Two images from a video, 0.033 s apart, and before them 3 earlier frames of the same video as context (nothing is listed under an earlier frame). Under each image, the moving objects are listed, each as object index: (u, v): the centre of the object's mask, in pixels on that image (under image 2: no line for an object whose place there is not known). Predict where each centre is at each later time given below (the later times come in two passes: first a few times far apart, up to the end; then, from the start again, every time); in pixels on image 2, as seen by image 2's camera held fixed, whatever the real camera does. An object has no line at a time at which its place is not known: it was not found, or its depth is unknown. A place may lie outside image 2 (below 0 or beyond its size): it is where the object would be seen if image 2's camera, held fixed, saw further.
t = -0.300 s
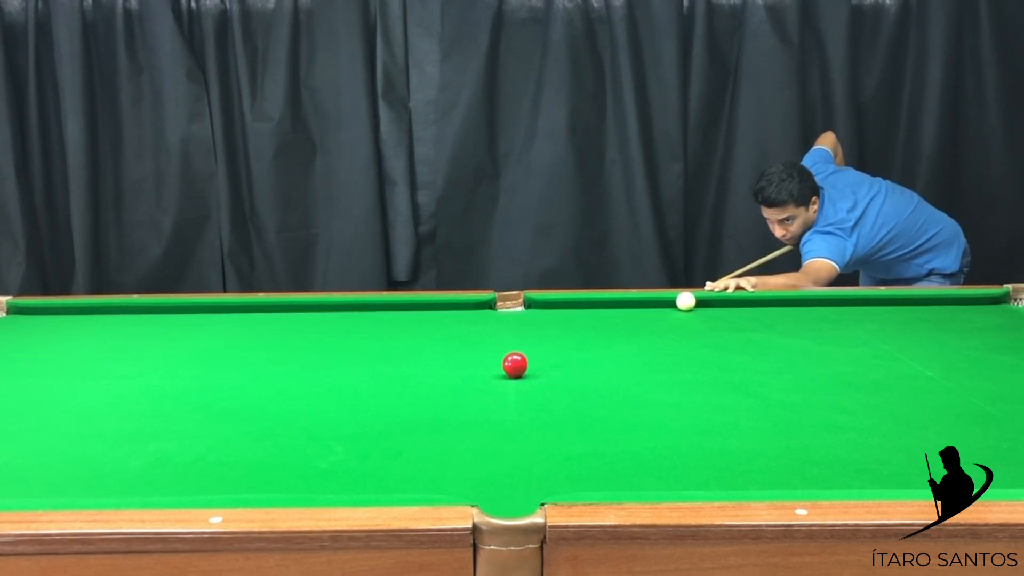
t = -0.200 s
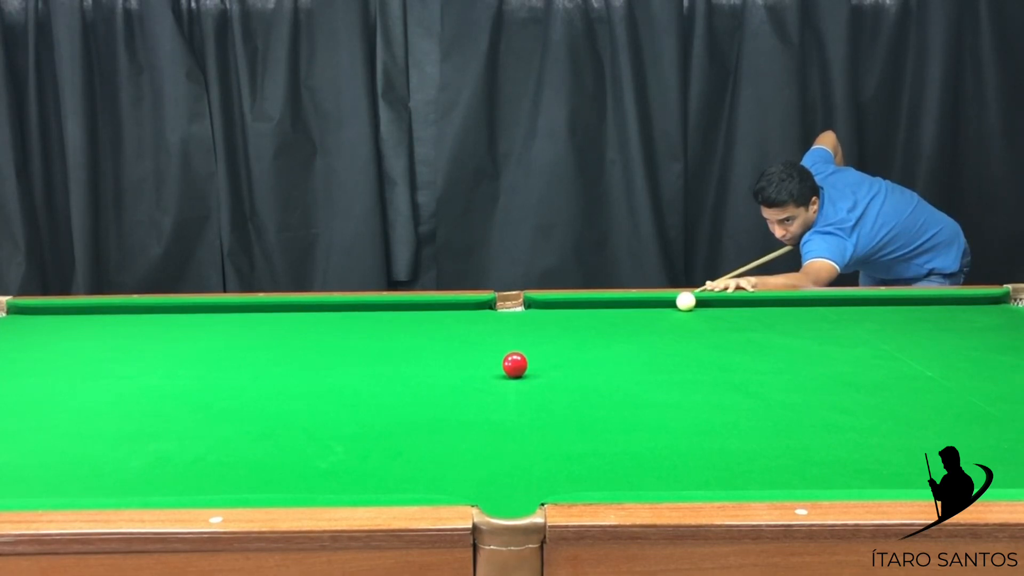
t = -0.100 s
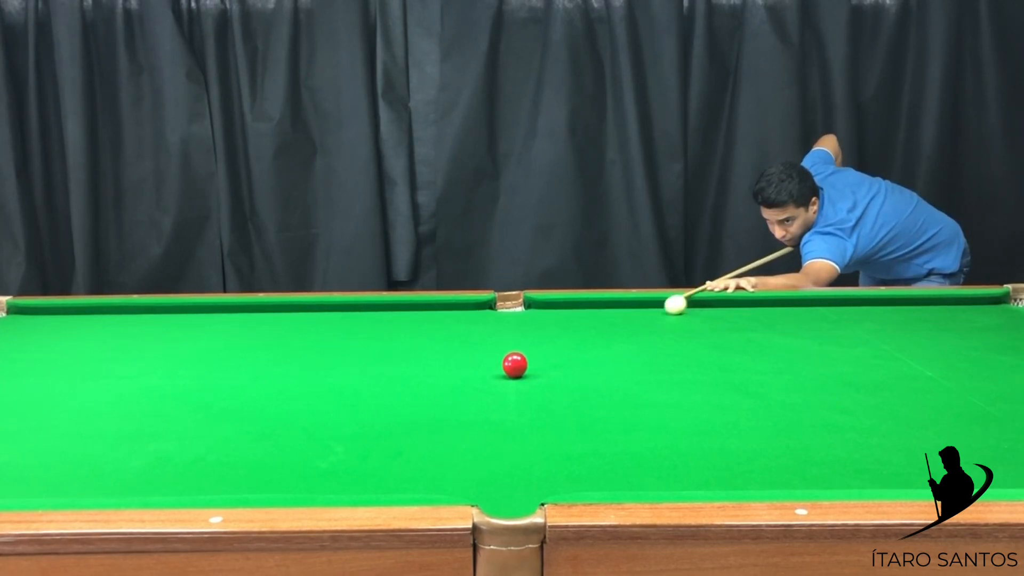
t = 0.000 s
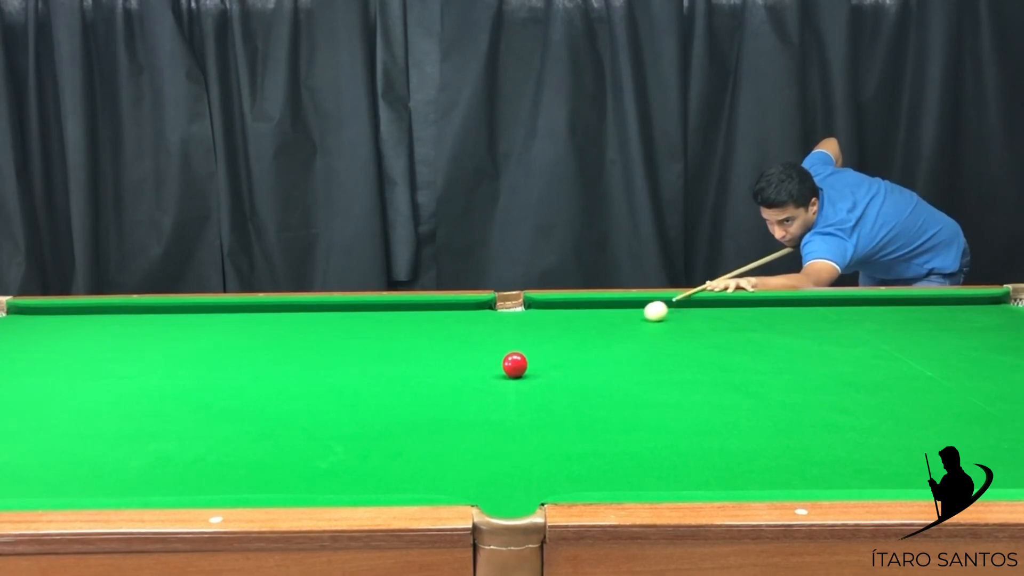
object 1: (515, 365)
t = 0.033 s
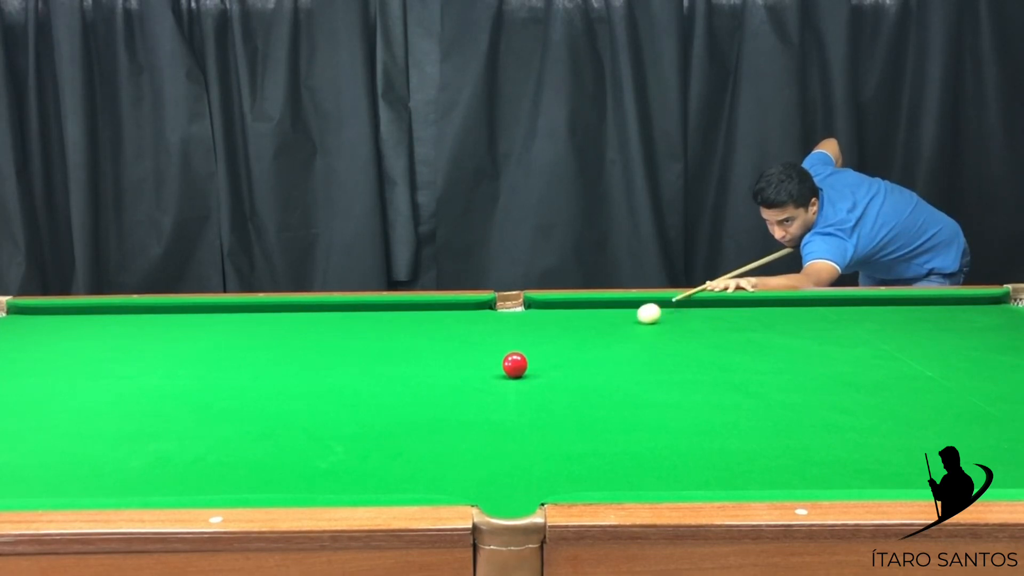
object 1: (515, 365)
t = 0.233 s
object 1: (515, 365)
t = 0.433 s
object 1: (515, 365)
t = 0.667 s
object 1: (513, 373)
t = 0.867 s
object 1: (509, 389)
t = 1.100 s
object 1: (504, 408)
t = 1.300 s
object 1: (500, 426)
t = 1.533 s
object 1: (495, 450)
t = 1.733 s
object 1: (490, 472)
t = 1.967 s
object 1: (486, 496)
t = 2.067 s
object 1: (503, 507)
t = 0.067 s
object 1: (515, 365)
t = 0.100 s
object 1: (515, 365)
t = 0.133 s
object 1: (515, 365)
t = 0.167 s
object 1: (515, 365)
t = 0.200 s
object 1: (515, 365)
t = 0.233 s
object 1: (515, 365)
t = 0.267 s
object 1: (515, 365)
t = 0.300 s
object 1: (515, 365)
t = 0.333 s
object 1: (515, 365)
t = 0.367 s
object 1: (515, 365)
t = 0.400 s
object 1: (515, 365)
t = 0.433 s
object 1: (515, 365)
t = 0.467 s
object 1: (515, 365)
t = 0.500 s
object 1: (515, 365)
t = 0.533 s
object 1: (515, 365)
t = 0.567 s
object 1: (515, 365)
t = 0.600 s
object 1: (514, 367)
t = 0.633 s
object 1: (514, 370)
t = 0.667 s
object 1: (513, 373)
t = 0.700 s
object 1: (512, 376)
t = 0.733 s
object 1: (512, 378)
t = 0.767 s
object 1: (511, 381)
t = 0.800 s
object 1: (510, 383)
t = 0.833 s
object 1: (510, 386)
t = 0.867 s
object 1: (509, 389)
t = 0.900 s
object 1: (508, 391)
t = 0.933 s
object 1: (508, 394)
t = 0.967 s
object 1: (507, 397)
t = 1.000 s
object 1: (506, 399)
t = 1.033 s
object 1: (506, 402)
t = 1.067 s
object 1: (505, 405)
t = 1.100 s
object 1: (504, 408)
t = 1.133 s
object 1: (504, 411)
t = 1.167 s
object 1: (503, 414)
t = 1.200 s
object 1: (502, 417)
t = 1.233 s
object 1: (502, 420)
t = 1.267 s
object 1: (501, 423)
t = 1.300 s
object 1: (500, 426)
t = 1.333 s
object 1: (500, 430)
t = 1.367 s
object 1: (499, 433)
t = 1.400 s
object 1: (498, 436)
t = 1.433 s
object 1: (497, 439)
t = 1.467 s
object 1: (496, 443)
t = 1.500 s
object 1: (496, 446)
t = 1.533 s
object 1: (495, 450)
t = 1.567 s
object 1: (494, 453)
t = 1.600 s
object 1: (493, 457)
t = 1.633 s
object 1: (493, 460)
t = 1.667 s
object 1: (492, 464)
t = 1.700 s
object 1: (491, 468)
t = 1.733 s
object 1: (490, 472)
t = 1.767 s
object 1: (489, 475)
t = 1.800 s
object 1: (488, 479)
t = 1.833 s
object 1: (487, 483)
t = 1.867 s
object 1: (486, 487)
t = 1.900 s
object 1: (486, 490)
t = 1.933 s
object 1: (486, 494)
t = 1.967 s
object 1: (486, 496)
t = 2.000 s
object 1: (489, 499)
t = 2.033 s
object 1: (496, 502)
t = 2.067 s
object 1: (503, 507)
